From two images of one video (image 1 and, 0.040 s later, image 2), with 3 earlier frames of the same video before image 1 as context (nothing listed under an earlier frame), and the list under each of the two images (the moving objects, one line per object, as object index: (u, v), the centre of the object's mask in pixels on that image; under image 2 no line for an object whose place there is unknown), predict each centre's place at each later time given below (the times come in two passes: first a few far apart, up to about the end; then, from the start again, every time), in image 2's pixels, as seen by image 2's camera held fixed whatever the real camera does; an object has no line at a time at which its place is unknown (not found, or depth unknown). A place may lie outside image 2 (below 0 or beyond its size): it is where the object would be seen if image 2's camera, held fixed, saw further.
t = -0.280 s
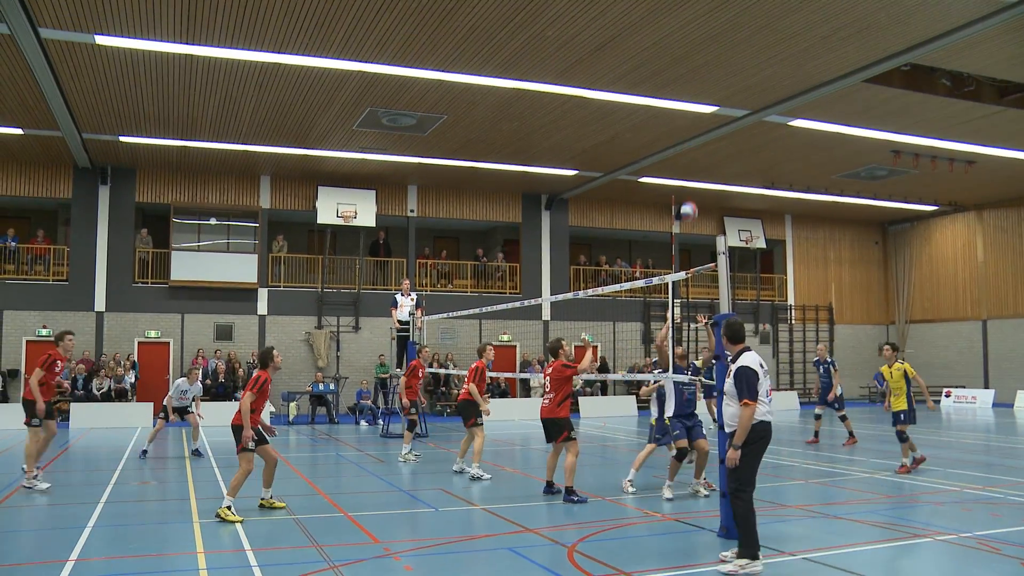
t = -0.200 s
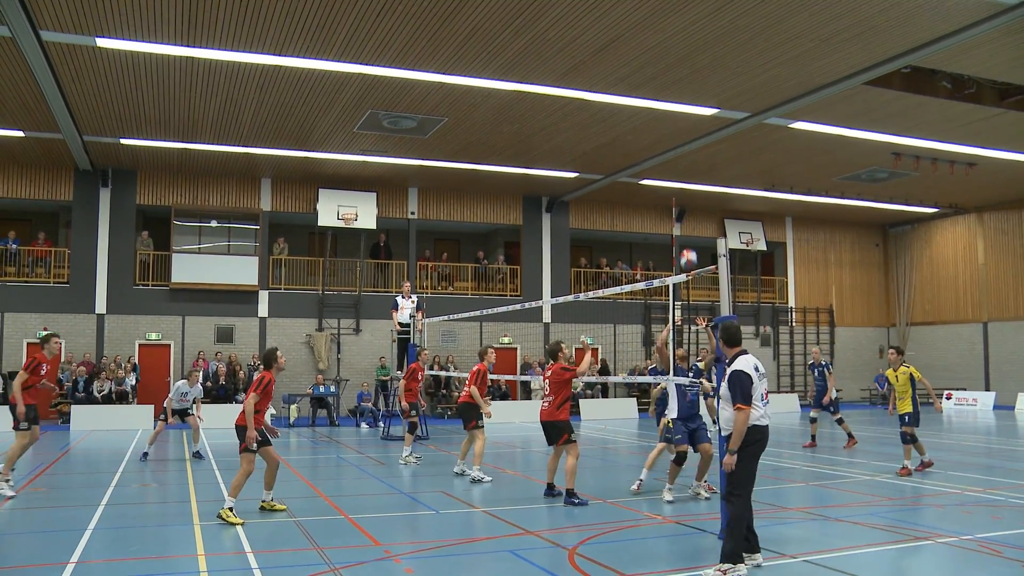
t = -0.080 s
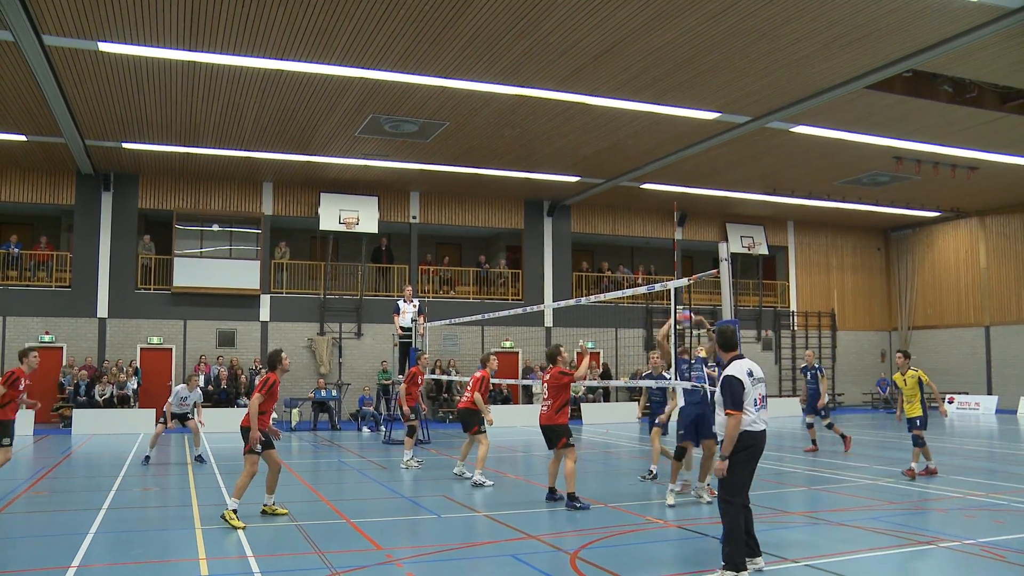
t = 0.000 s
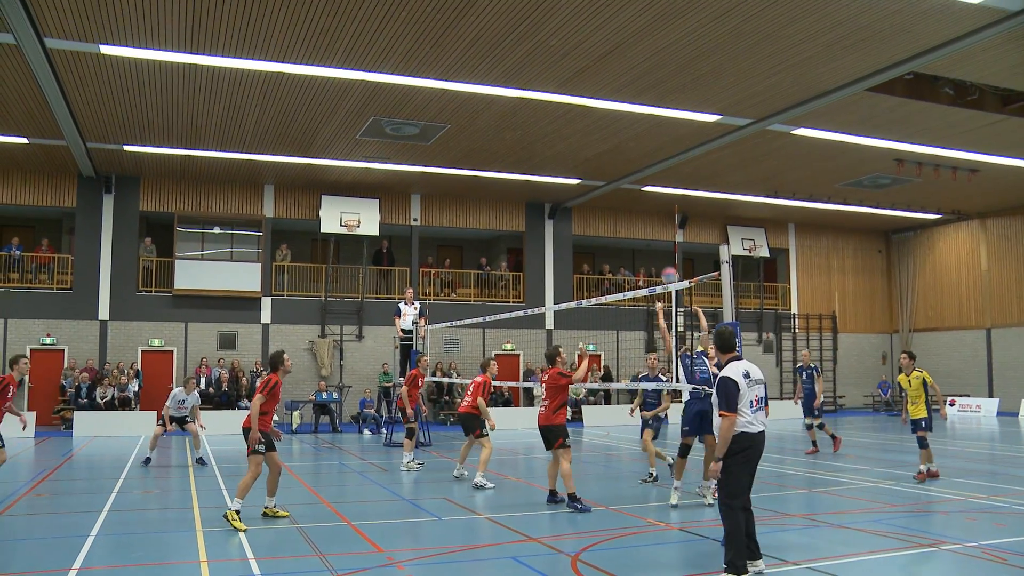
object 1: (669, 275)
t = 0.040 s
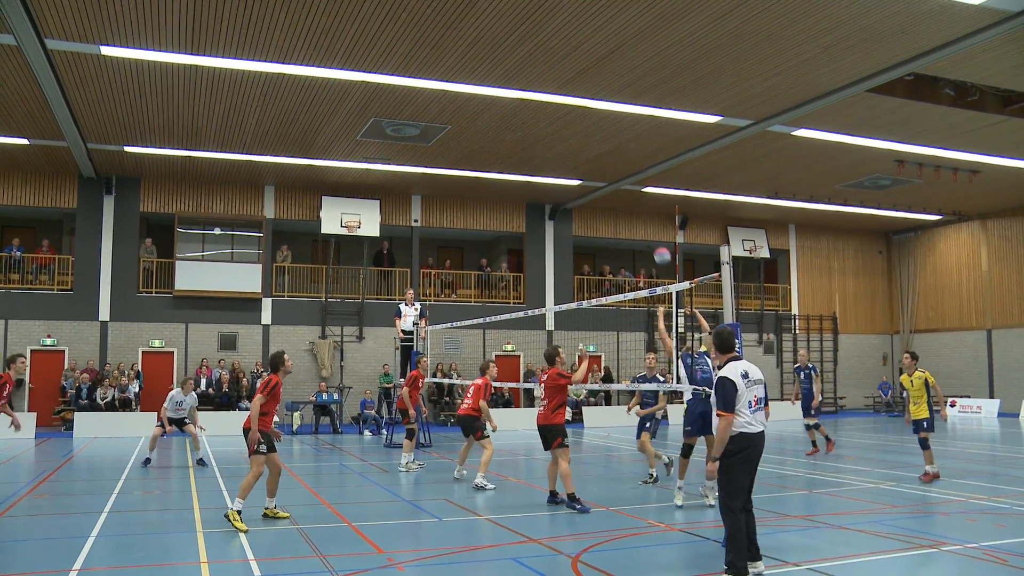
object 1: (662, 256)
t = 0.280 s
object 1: (619, 174)
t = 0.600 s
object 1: (577, 144)
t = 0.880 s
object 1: (551, 170)
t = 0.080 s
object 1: (654, 236)
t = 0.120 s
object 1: (647, 220)
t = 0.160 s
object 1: (639, 206)
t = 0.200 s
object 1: (632, 194)
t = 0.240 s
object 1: (625, 183)
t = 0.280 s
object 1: (619, 174)
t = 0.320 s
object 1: (614, 166)
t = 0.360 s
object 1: (608, 159)
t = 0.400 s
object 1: (602, 154)
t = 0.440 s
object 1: (597, 149)
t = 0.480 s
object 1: (591, 147)
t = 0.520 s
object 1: (586, 145)
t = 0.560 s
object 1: (581, 144)
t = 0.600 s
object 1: (577, 144)
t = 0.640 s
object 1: (573, 145)
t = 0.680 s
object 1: (569, 147)
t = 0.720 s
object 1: (565, 150)
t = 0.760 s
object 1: (562, 154)
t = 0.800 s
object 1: (558, 158)
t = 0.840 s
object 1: (554, 164)
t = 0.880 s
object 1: (551, 170)
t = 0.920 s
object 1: (548, 176)
